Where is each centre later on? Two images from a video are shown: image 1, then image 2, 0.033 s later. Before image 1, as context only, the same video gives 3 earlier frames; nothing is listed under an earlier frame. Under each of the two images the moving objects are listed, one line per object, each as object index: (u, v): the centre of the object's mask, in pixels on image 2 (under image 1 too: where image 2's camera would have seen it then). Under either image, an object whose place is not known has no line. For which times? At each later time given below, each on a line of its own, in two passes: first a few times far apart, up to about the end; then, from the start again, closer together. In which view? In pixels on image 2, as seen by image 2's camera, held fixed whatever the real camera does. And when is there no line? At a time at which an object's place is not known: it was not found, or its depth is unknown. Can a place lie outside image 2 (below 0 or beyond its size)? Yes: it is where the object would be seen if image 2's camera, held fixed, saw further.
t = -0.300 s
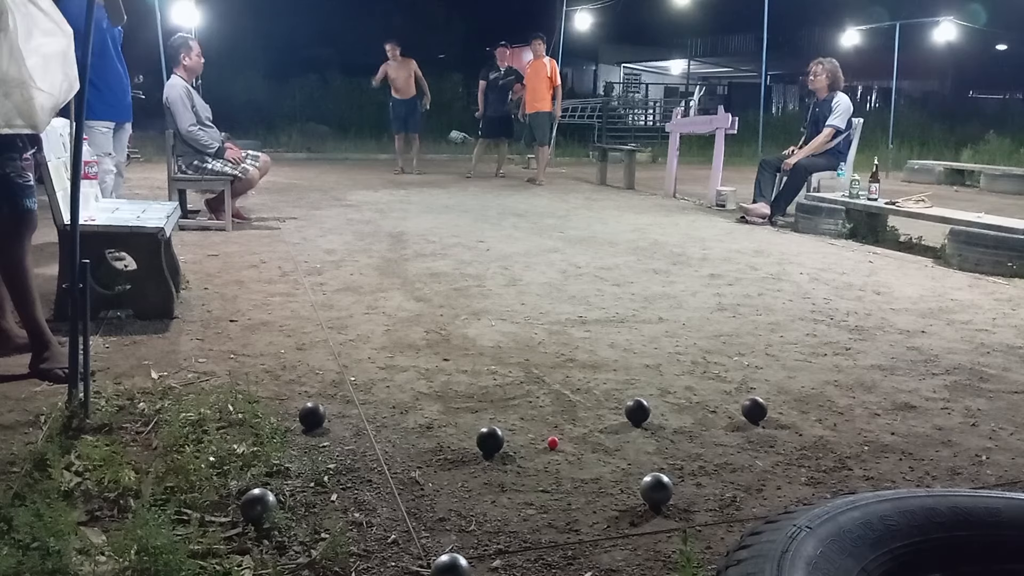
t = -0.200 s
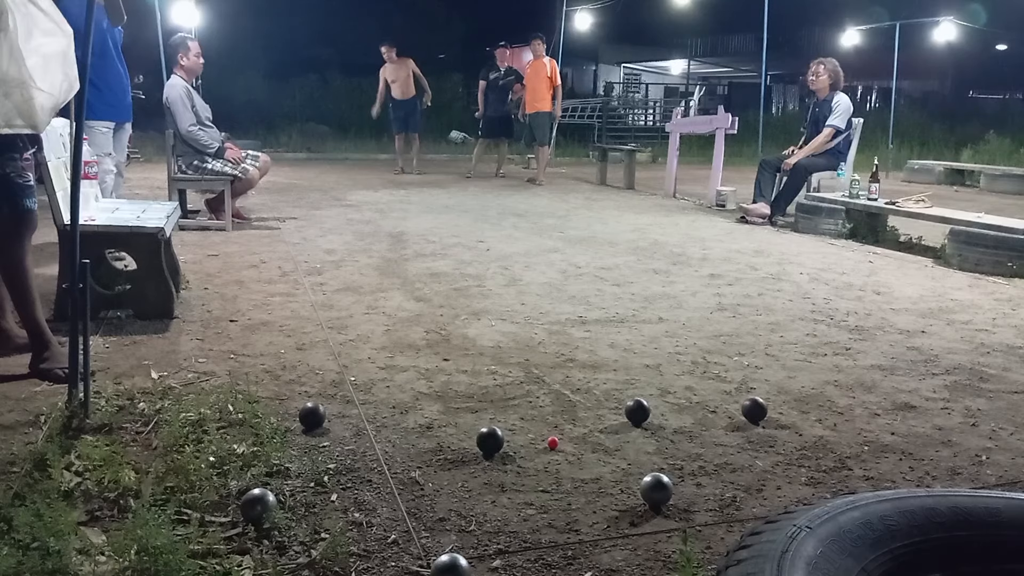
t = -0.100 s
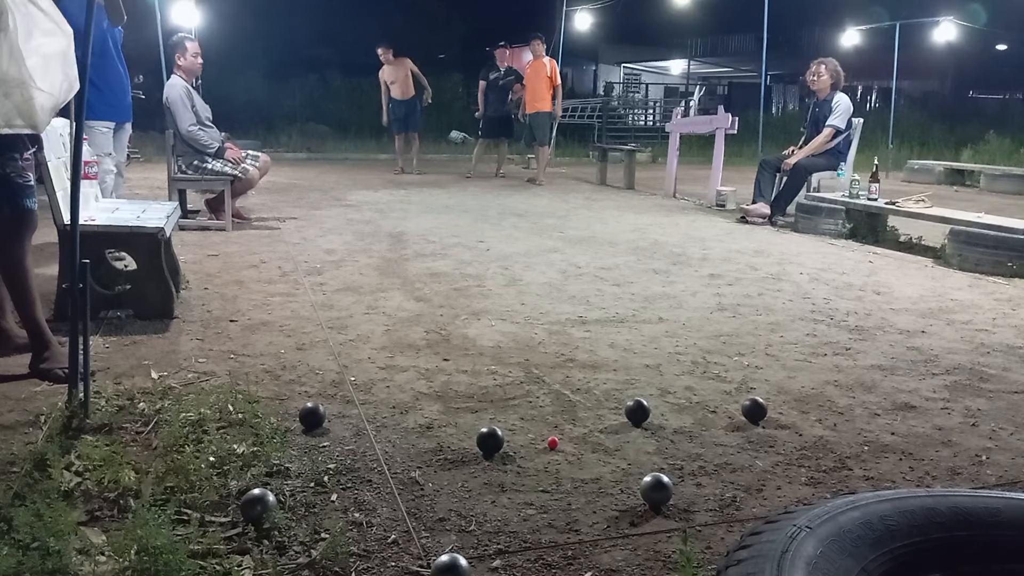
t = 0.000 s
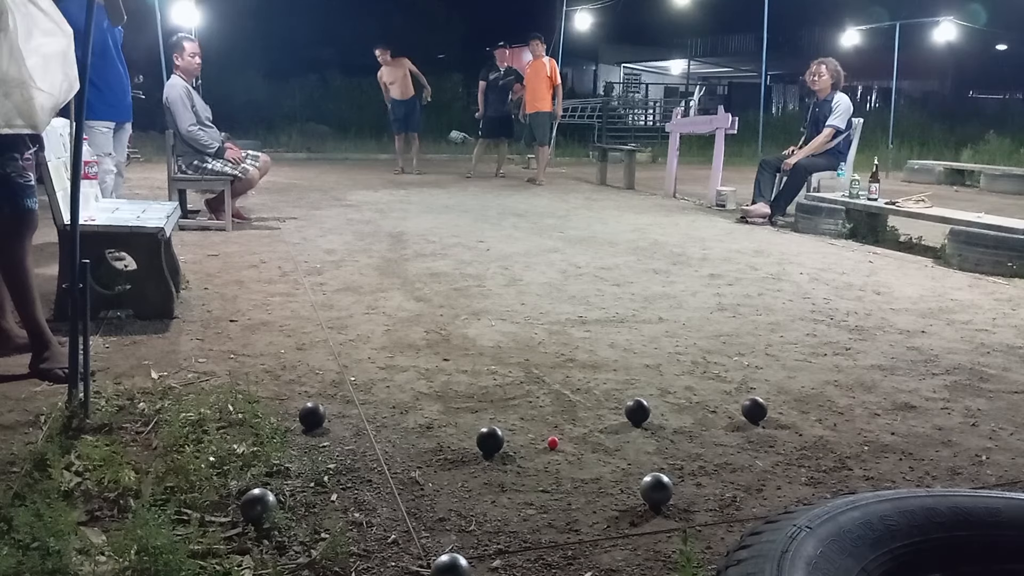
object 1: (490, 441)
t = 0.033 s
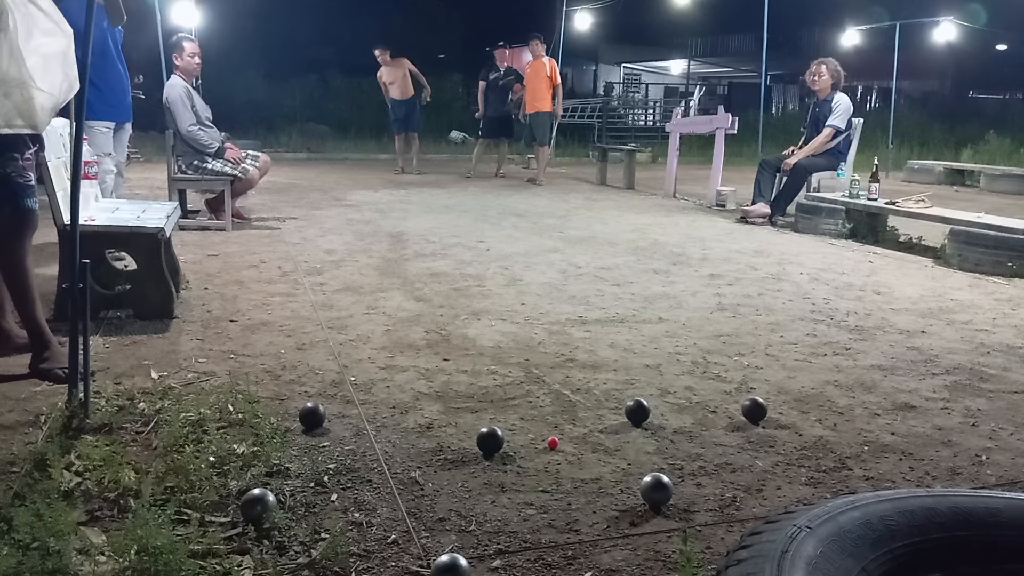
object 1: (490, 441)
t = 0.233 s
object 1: (490, 441)
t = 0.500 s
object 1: (490, 441)
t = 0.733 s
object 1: (490, 441)
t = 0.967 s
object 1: (490, 441)
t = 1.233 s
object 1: (492, 444)
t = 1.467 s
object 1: (522, 491)
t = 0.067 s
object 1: (490, 441)
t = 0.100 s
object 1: (490, 441)
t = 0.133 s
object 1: (490, 441)
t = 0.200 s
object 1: (490, 441)
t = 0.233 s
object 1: (490, 441)
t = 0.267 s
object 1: (490, 441)
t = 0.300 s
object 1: (490, 441)
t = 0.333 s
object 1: (490, 441)
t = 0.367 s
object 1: (490, 441)
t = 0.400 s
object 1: (490, 441)
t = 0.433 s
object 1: (490, 441)
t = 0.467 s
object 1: (490, 441)
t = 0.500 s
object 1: (490, 441)
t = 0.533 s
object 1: (490, 441)
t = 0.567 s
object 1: (490, 441)
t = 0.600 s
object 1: (490, 441)
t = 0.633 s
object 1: (490, 441)
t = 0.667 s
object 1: (490, 441)
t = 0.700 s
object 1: (490, 441)
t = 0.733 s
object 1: (490, 441)
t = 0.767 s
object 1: (490, 441)
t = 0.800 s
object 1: (490, 441)
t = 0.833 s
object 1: (490, 441)
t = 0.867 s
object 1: (490, 441)
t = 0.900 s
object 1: (490, 441)
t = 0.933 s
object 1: (490, 441)
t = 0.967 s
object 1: (490, 441)
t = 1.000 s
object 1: (490, 441)
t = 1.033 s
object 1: (490, 441)
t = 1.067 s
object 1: (490, 441)
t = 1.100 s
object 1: (490, 441)
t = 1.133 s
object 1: (490, 440)
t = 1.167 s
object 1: (490, 441)
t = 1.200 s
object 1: (490, 441)
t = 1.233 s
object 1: (492, 444)
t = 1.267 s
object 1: (497, 452)
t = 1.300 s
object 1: (503, 460)
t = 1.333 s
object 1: (507, 467)
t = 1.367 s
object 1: (512, 473)
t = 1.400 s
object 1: (516, 479)
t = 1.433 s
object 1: (520, 486)
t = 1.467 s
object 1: (522, 491)
